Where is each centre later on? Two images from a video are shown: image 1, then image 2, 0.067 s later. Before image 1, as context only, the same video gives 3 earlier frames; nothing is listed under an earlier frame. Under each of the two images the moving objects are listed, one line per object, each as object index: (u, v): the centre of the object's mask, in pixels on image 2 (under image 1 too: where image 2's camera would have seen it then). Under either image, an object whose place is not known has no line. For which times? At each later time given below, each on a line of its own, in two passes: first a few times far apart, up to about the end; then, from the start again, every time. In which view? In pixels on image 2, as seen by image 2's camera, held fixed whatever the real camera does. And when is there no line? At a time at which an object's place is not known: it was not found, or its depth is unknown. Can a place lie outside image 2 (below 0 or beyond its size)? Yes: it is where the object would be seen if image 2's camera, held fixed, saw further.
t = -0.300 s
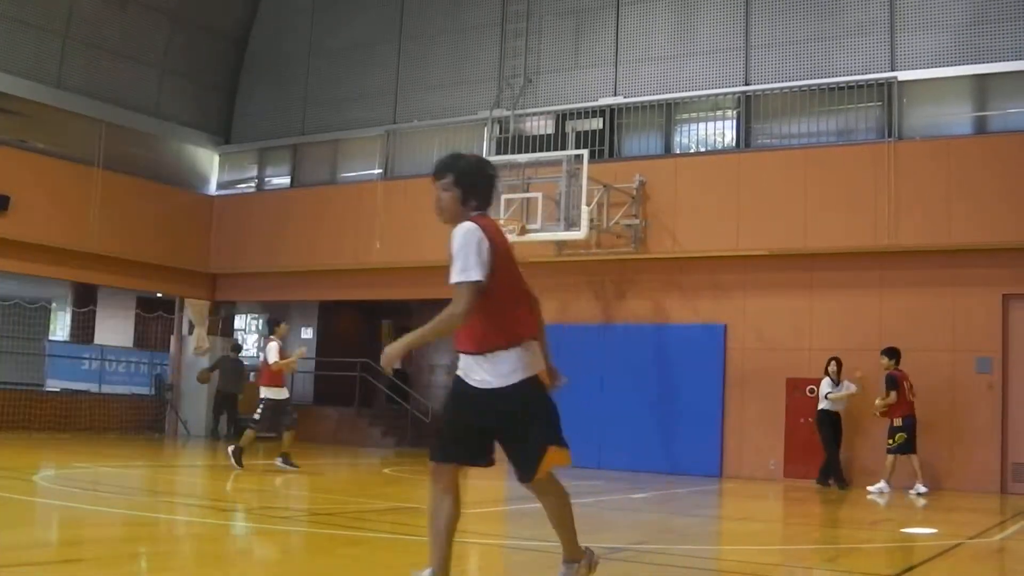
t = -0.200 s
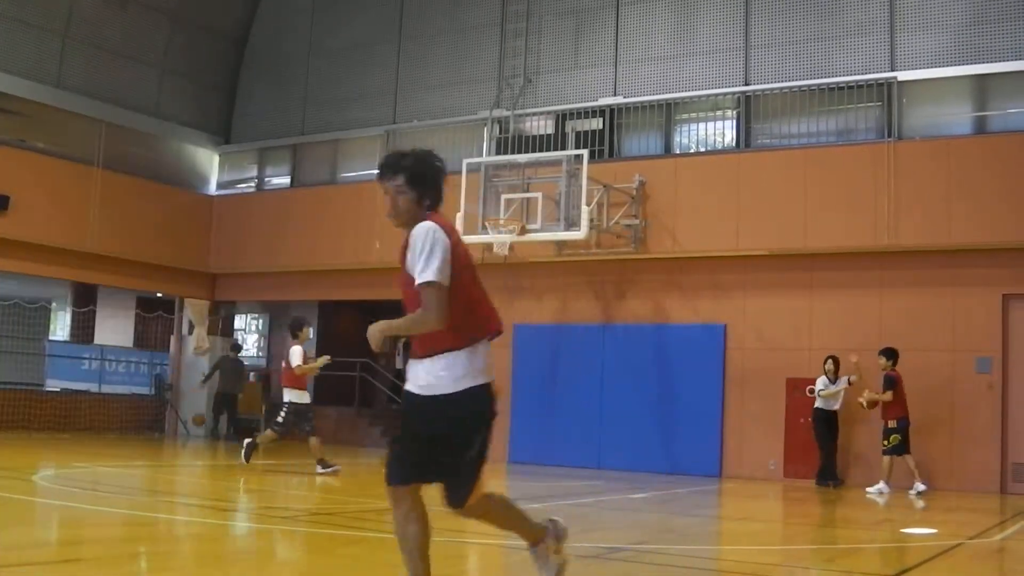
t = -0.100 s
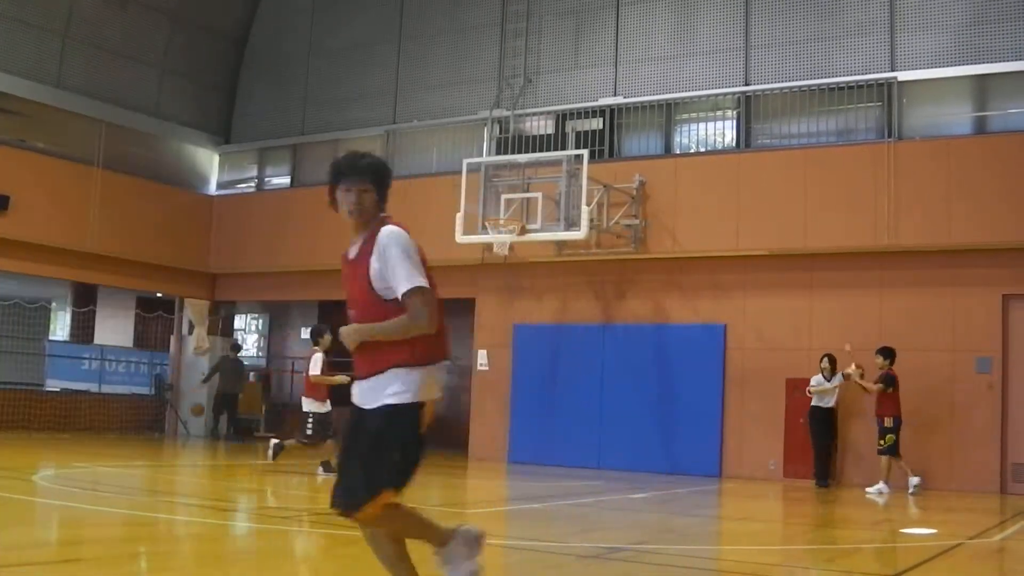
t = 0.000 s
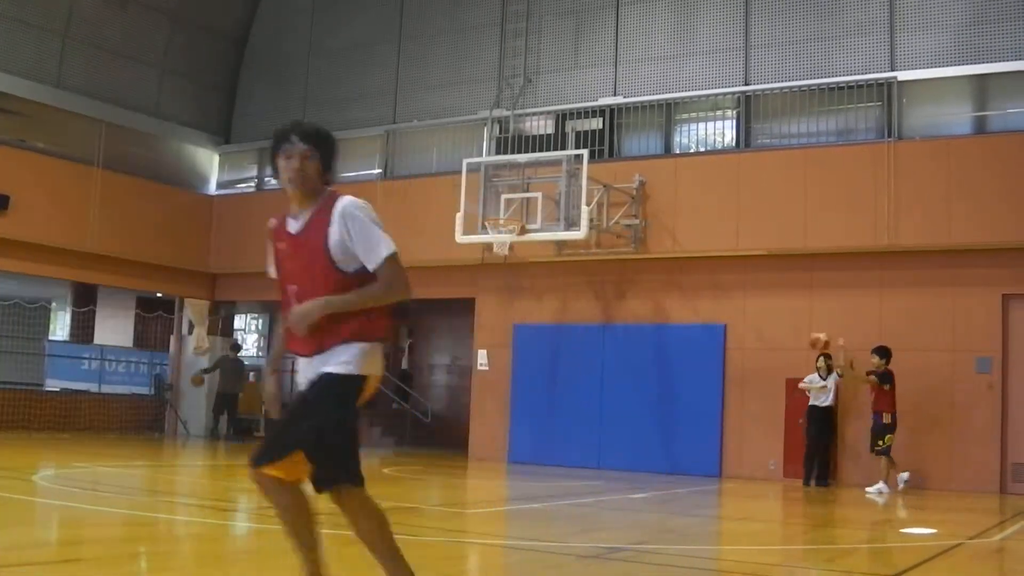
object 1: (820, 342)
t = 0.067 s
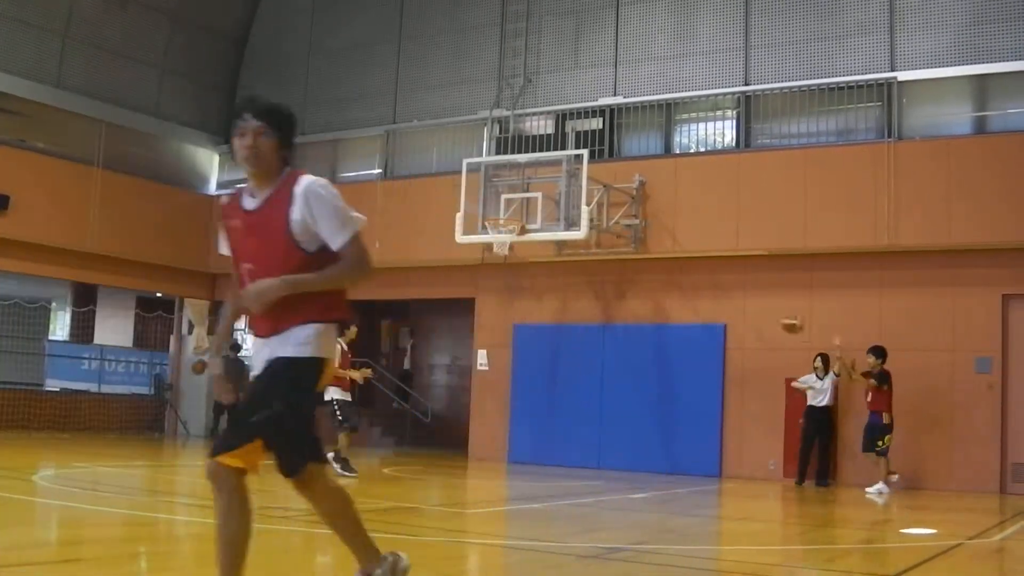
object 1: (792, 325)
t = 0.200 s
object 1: (739, 297)
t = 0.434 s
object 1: (637, 285)
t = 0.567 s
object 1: (576, 300)
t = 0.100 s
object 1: (779, 315)
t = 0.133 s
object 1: (766, 308)
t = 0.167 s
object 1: (753, 303)
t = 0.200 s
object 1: (739, 297)
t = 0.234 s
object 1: (725, 292)
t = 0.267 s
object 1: (711, 289)
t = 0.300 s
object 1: (696, 287)
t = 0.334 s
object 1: (682, 284)
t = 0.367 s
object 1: (666, 284)
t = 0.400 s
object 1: (652, 281)
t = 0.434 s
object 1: (637, 285)
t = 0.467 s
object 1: (619, 288)
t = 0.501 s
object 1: (604, 289)
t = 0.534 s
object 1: (591, 295)
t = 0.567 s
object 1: (576, 300)
